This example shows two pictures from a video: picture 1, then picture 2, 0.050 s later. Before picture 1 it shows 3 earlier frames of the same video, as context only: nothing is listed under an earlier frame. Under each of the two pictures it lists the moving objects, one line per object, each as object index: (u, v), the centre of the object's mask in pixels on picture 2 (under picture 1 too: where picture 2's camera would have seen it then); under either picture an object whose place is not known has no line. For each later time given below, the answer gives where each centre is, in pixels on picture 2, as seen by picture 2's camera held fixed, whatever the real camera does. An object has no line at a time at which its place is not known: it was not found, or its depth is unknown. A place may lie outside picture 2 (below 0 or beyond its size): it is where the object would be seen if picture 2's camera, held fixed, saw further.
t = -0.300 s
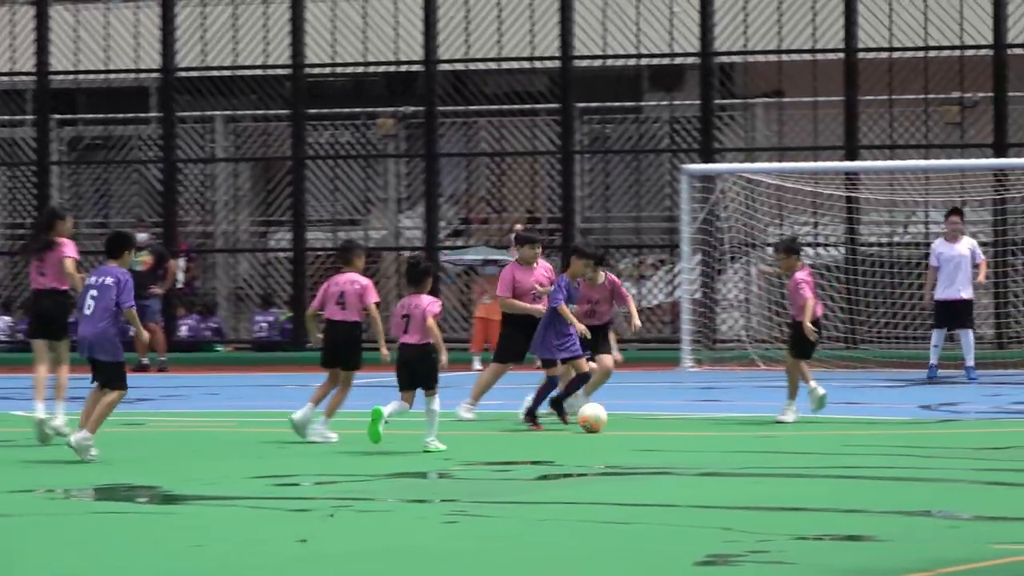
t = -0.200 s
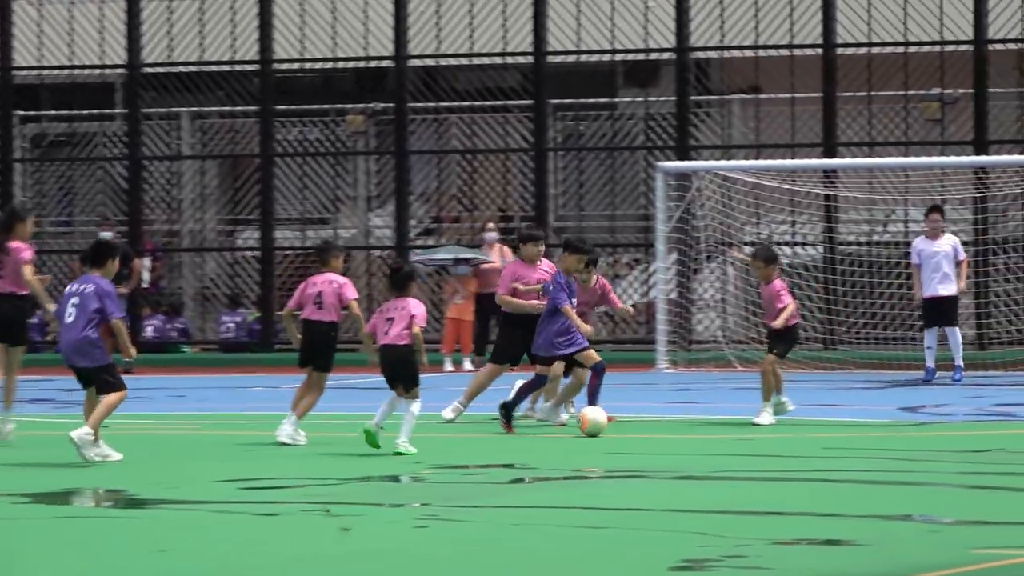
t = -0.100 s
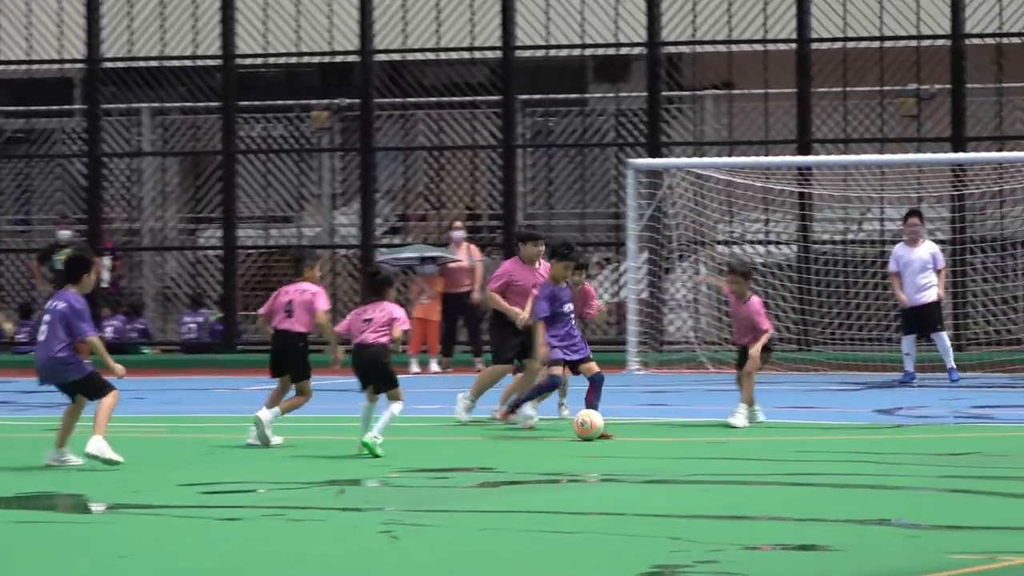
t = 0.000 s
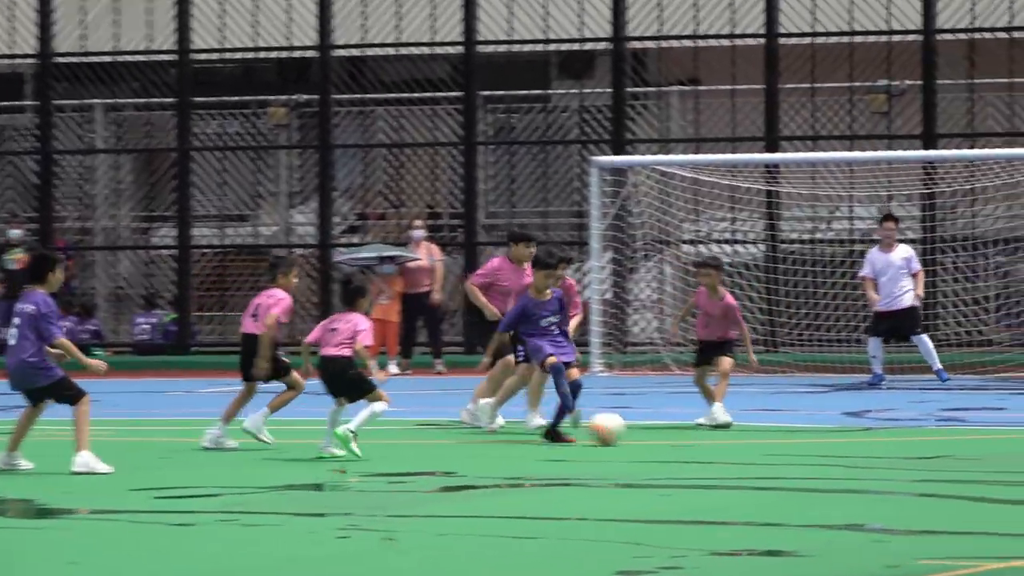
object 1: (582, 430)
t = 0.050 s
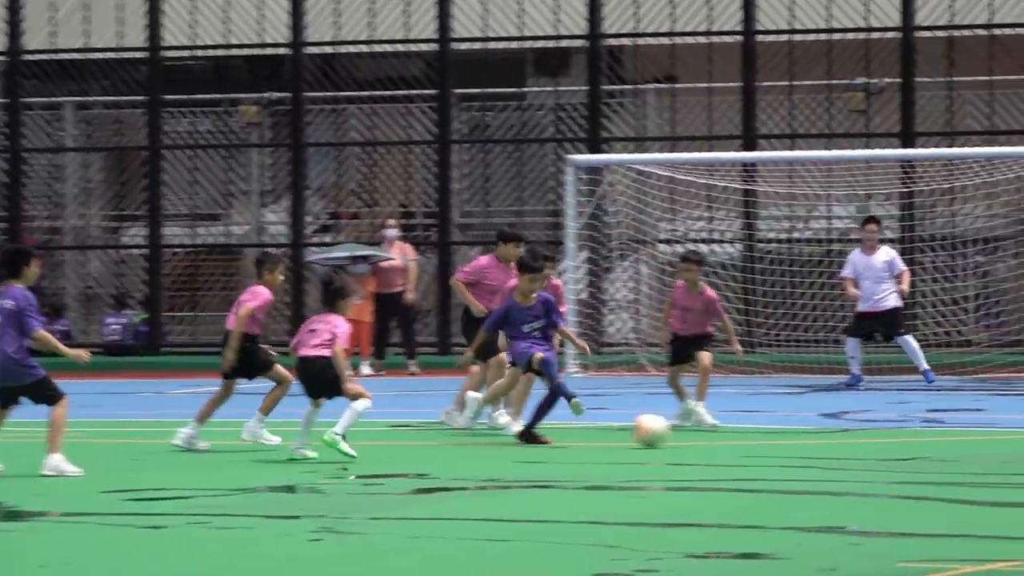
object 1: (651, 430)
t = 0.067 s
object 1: (673, 431)
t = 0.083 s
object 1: (696, 432)
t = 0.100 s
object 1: (717, 431)
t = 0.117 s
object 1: (739, 431)
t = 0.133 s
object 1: (760, 432)
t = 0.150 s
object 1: (781, 432)
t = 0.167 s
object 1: (802, 432)
